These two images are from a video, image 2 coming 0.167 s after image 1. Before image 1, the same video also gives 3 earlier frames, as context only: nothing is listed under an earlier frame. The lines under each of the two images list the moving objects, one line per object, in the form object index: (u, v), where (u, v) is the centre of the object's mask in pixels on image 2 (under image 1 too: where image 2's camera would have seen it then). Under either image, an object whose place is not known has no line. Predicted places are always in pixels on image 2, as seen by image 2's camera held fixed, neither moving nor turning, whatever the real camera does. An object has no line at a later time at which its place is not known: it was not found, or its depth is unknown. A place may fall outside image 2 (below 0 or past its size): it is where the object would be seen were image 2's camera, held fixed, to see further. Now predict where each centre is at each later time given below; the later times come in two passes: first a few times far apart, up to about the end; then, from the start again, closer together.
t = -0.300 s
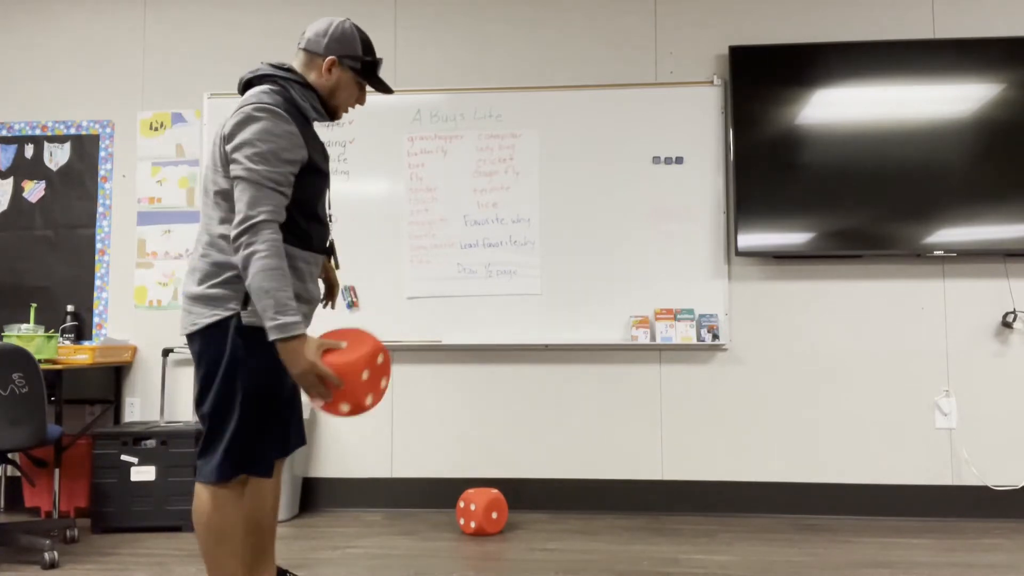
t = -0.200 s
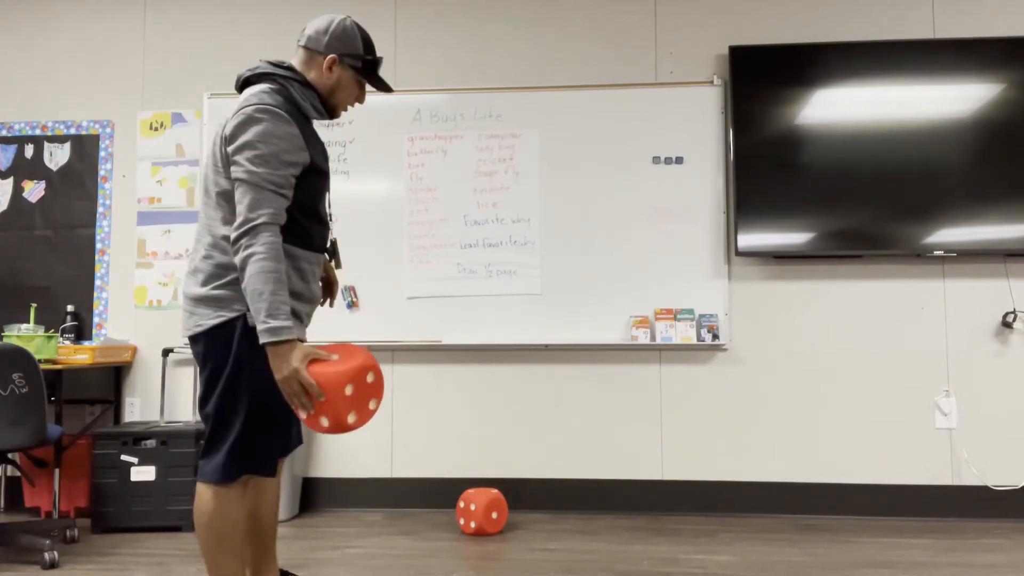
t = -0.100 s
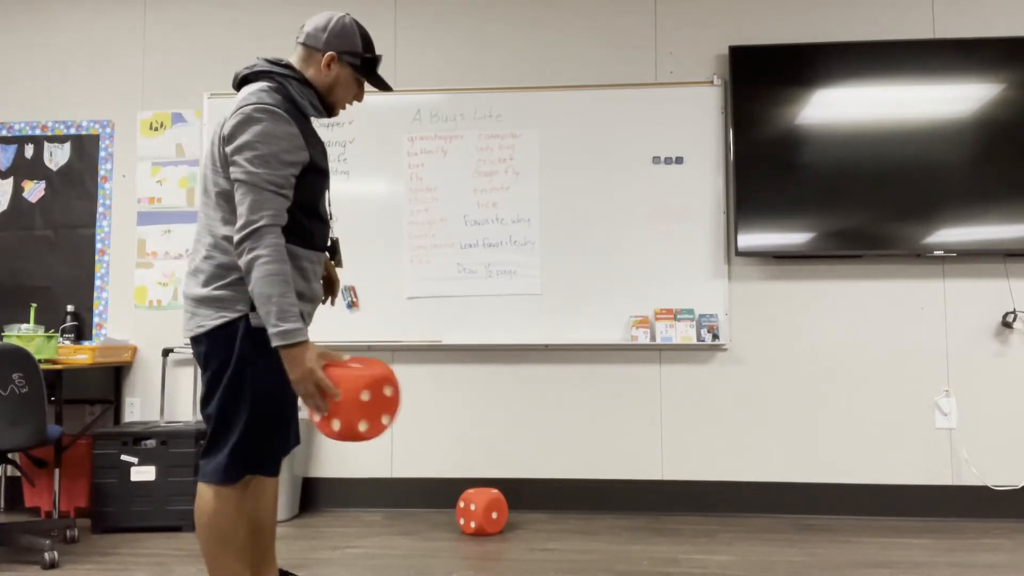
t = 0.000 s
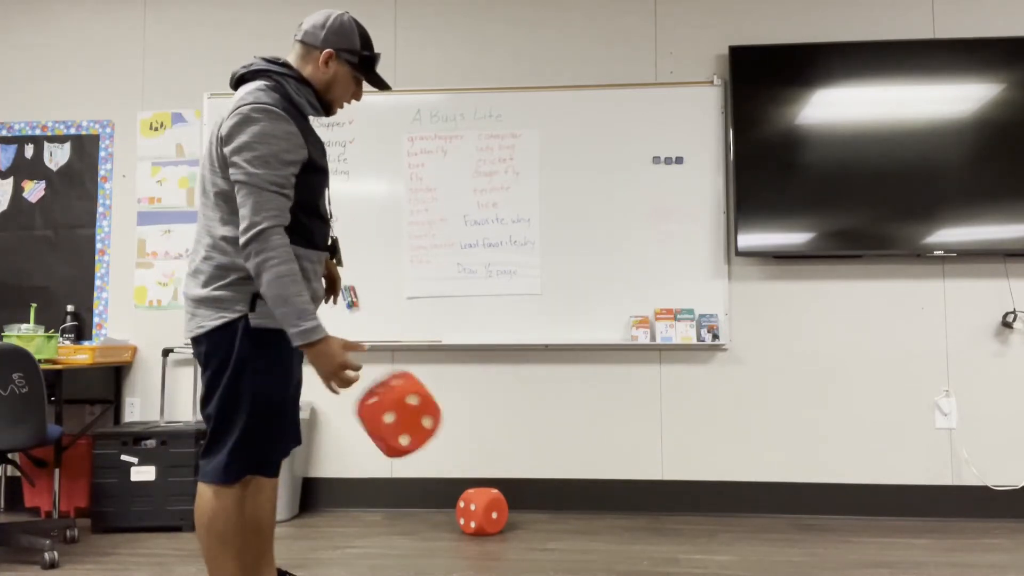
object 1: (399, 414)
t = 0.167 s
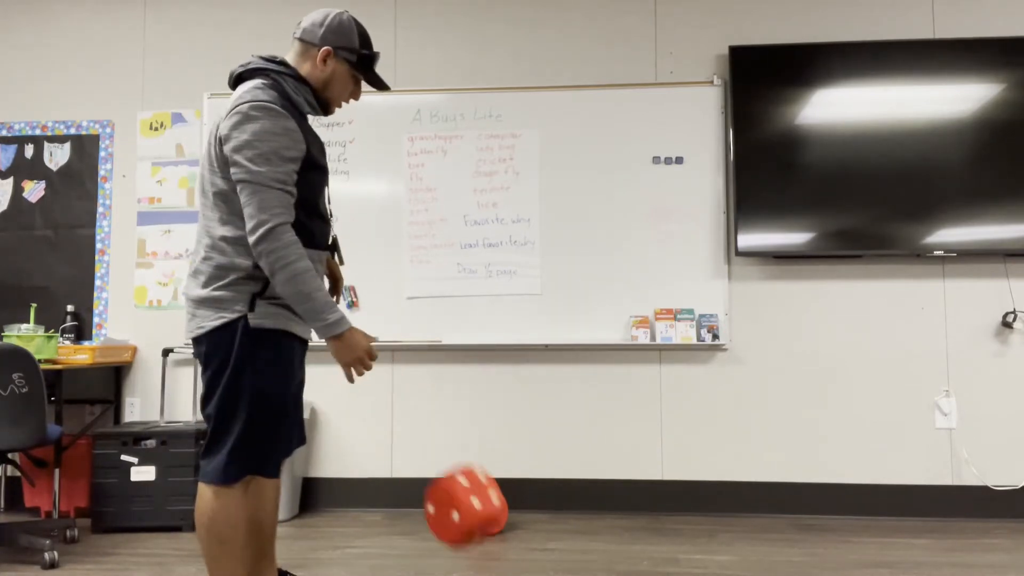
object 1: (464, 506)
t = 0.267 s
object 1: (495, 562)
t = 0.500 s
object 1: (600, 547)
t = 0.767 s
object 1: (636, 532)
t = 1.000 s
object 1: (660, 520)
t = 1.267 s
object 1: (678, 522)
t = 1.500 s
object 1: (666, 524)
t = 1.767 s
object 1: (666, 526)
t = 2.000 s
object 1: (666, 526)
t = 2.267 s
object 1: (666, 526)
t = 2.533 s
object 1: (666, 526)
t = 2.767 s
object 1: (666, 526)
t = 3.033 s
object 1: (666, 526)
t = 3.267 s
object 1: (666, 526)
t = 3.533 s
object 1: (666, 526)
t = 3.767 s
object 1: (666, 526)
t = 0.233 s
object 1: (485, 554)
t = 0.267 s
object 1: (495, 562)
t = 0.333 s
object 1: (529, 548)
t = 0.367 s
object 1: (545, 544)
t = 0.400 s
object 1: (559, 542)
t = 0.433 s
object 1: (573, 541)
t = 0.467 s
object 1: (587, 543)
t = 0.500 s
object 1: (600, 547)
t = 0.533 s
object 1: (609, 545)
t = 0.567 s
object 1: (613, 535)
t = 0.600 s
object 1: (616, 526)
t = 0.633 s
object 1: (621, 522)
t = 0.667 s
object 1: (624, 520)
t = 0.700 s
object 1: (628, 521)
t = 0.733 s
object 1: (632, 525)
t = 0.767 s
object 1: (636, 532)
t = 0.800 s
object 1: (640, 530)
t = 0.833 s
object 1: (643, 524)
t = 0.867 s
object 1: (646, 521)
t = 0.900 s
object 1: (649, 521)
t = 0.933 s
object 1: (653, 524)
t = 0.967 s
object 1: (657, 525)
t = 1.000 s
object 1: (660, 520)
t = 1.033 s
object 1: (662, 519)
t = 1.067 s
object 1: (665, 520)
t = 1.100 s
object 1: (668, 524)
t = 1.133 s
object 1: (671, 524)
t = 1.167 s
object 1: (673, 521)
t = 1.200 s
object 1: (675, 521)
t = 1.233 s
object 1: (678, 522)
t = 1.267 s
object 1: (678, 522)
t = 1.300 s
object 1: (678, 522)
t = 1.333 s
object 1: (677, 523)
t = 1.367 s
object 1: (675, 523)
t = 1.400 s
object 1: (673, 525)
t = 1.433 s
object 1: (670, 525)
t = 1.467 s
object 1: (668, 525)
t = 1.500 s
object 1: (666, 524)
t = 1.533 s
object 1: (666, 525)
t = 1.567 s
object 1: (666, 525)
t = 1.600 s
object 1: (667, 526)
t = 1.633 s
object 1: (668, 526)
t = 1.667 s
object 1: (667, 526)
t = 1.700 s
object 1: (667, 526)
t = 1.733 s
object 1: (666, 526)
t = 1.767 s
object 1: (666, 526)
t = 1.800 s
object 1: (666, 526)
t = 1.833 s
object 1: (666, 526)
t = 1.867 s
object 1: (666, 526)
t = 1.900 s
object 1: (666, 526)
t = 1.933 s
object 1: (666, 526)
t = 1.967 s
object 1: (666, 526)
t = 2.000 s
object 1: (666, 526)
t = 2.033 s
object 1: (666, 526)
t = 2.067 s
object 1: (666, 526)
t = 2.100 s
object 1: (666, 526)
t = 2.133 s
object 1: (666, 526)
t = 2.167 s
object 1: (666, 526)
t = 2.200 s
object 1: (666, 526)
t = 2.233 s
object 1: (666, 526)
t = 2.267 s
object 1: (666, 526)
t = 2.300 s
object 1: (666, 526)
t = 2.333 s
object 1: (666, 526)
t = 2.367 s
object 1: (666, 526)
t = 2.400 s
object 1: (666, 526)
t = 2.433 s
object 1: (666, 526)
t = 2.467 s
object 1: (666, 526)
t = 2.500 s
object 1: (666, 526)
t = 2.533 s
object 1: (666, 526)
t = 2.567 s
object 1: (666, 526)
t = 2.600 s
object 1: (666, 526)
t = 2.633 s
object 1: (666, 526)
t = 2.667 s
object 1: (666, 526)
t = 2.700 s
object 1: (666, 526)
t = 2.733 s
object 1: (666, 526)
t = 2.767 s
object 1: (666, 526)
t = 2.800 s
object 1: (666, 526)
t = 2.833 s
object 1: (666, 526)
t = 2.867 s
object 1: (666, 526)
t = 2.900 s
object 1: (666, 526)
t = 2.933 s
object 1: (666, 526)
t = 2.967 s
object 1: (666, 526)
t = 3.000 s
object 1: (666, 526)
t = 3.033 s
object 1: (666, 526)
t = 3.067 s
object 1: (666, 526)
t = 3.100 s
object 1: (666, 526)
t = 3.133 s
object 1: (666, 526)
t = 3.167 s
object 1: (667, 526)
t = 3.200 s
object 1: (667, 526)
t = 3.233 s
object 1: (666, 526)
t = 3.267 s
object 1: (666, 526)
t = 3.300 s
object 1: (666, 526)
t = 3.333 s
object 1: (666, 526)
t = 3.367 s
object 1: (666, 526)
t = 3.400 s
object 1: (666, 526)
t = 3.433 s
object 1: (666, 526)
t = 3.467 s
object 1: (666, 526)
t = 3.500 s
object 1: (666, 526)
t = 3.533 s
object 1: (666, 526)
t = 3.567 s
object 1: (666, 526)
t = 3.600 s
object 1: (666, 526)
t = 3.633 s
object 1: (666, 526)
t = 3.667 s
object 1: (666, 526)
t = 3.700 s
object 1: (666, 526)
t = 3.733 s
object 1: (666, 526)
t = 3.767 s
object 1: (666, 526)
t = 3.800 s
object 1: (666, 526)
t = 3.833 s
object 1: (667, 526)
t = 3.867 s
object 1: (668, 526)
